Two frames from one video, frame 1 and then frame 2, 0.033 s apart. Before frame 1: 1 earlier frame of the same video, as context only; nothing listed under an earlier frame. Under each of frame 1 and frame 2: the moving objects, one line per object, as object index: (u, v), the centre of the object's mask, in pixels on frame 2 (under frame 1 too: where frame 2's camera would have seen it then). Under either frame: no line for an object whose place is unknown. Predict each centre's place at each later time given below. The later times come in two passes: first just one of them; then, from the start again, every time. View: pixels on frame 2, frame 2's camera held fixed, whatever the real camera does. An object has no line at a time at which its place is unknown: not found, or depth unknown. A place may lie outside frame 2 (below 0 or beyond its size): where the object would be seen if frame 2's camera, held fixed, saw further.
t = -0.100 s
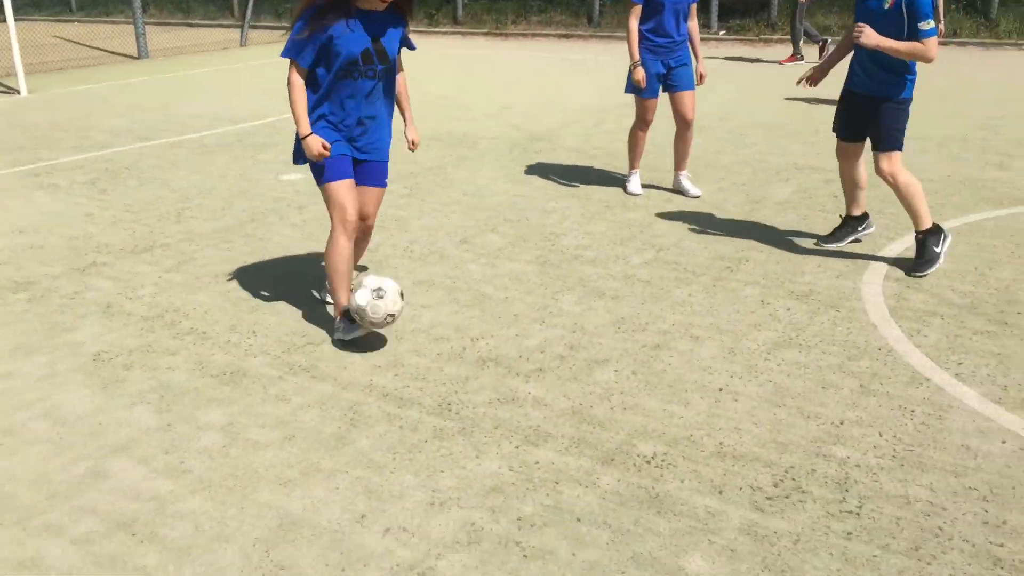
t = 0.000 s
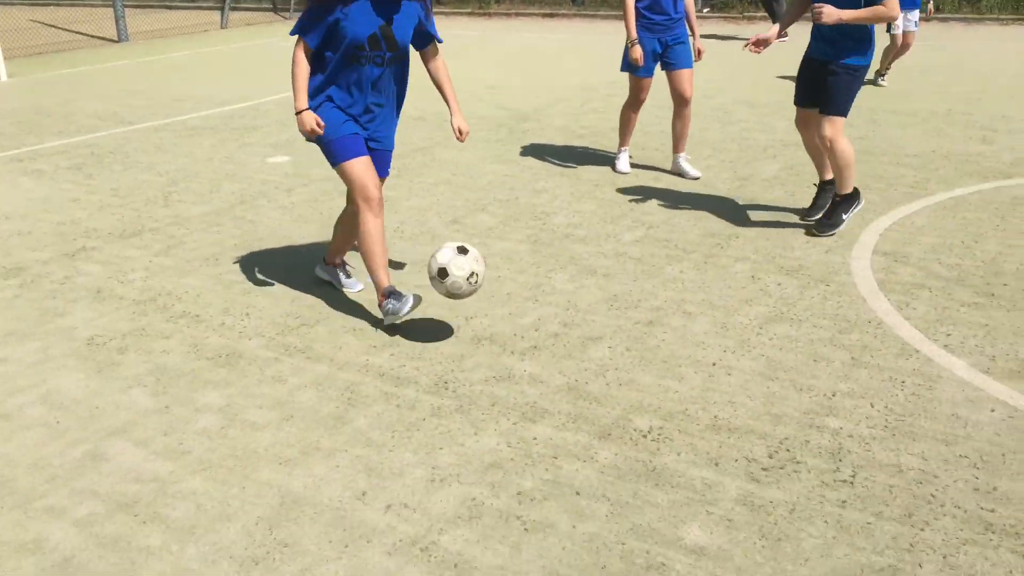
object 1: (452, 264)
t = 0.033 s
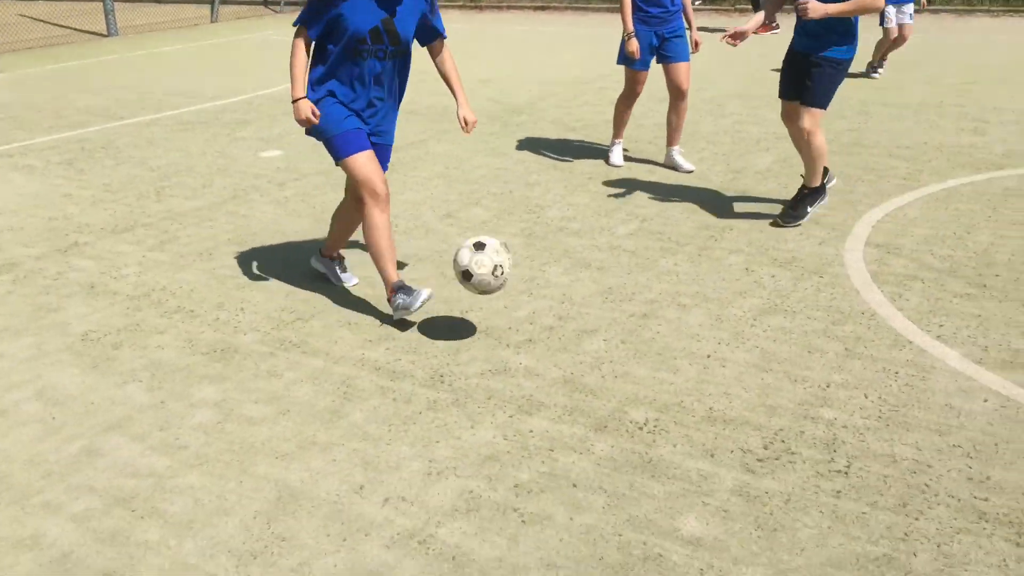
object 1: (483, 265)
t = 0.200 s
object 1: (655, 317)
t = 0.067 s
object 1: (515, 269)
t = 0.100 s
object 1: (548, 276)
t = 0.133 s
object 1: (583, 287)
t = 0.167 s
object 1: (619, 300)
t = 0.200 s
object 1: (655, 317)
